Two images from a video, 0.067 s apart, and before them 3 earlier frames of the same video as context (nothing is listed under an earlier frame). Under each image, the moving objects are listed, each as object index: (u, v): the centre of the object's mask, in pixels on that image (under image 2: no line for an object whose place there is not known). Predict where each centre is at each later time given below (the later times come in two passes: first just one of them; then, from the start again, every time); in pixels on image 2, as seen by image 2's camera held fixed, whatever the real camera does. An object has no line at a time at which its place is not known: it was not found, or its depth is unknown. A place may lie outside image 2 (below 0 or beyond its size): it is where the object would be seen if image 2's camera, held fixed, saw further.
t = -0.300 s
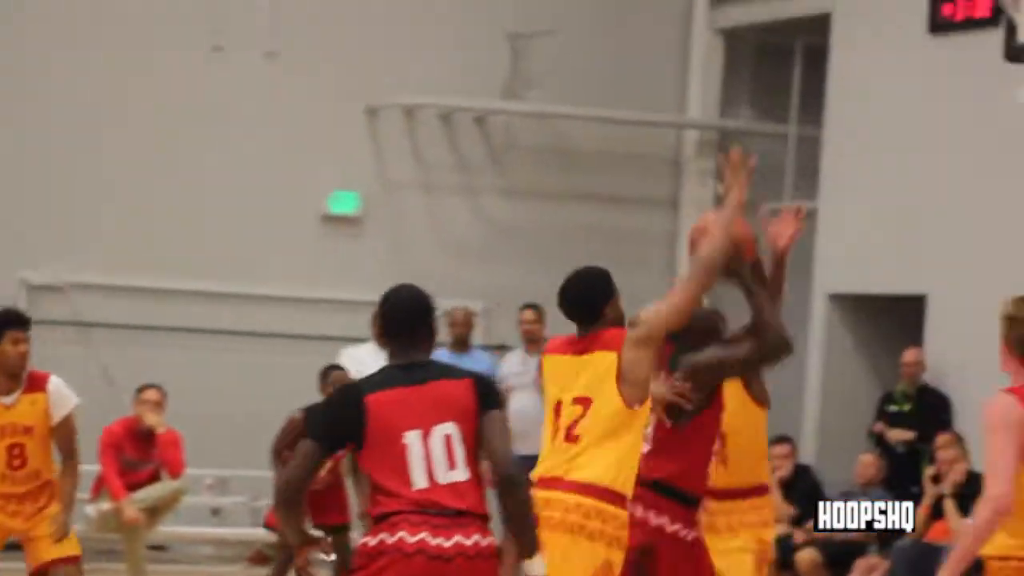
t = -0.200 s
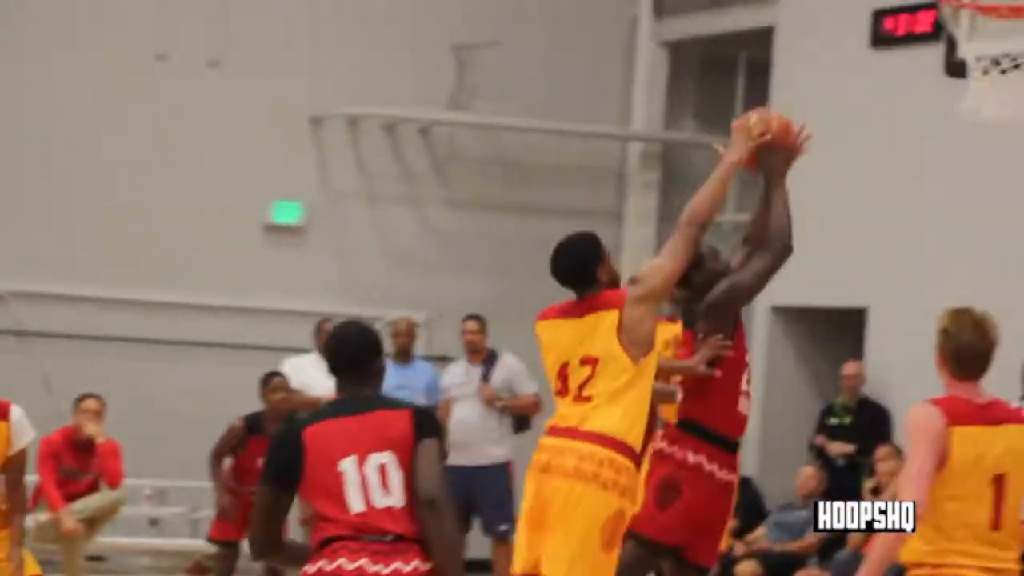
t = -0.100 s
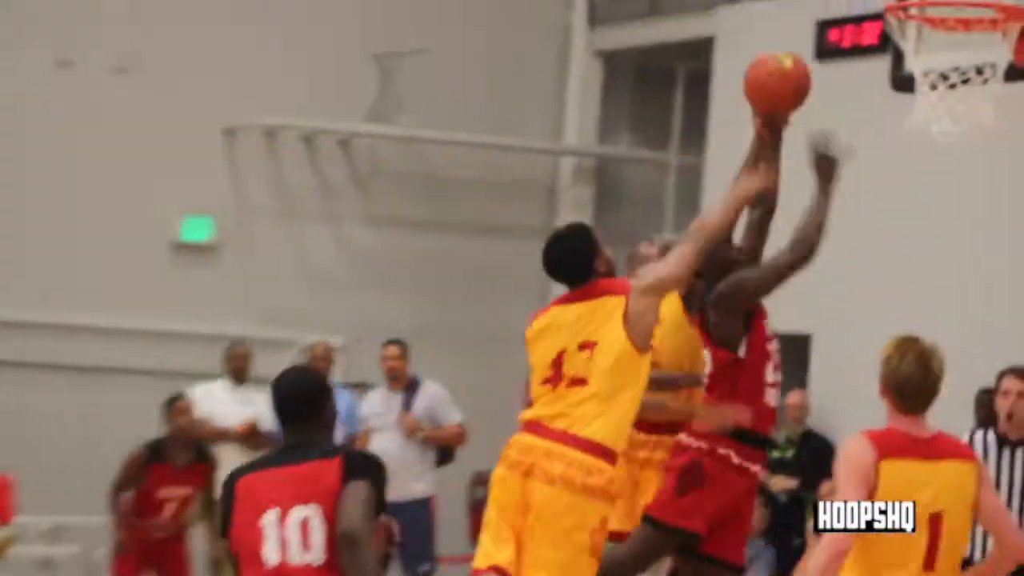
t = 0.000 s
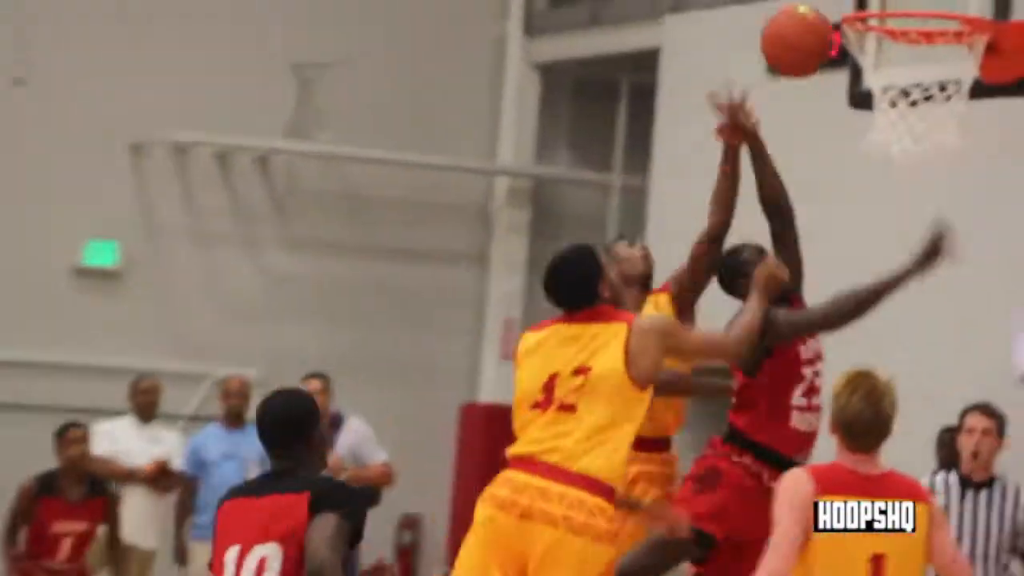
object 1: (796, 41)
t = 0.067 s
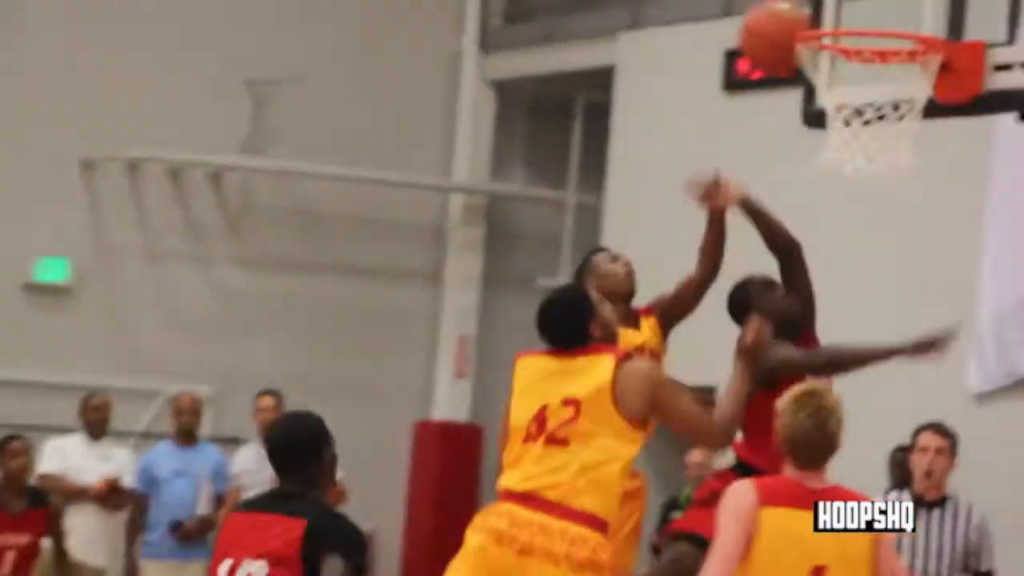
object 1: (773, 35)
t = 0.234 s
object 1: (697, 49)
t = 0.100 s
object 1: (759, 32)
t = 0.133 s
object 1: (744, 31)
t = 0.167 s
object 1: (728, 34)
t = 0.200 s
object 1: (712, 39)
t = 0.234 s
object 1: (697, 49)
